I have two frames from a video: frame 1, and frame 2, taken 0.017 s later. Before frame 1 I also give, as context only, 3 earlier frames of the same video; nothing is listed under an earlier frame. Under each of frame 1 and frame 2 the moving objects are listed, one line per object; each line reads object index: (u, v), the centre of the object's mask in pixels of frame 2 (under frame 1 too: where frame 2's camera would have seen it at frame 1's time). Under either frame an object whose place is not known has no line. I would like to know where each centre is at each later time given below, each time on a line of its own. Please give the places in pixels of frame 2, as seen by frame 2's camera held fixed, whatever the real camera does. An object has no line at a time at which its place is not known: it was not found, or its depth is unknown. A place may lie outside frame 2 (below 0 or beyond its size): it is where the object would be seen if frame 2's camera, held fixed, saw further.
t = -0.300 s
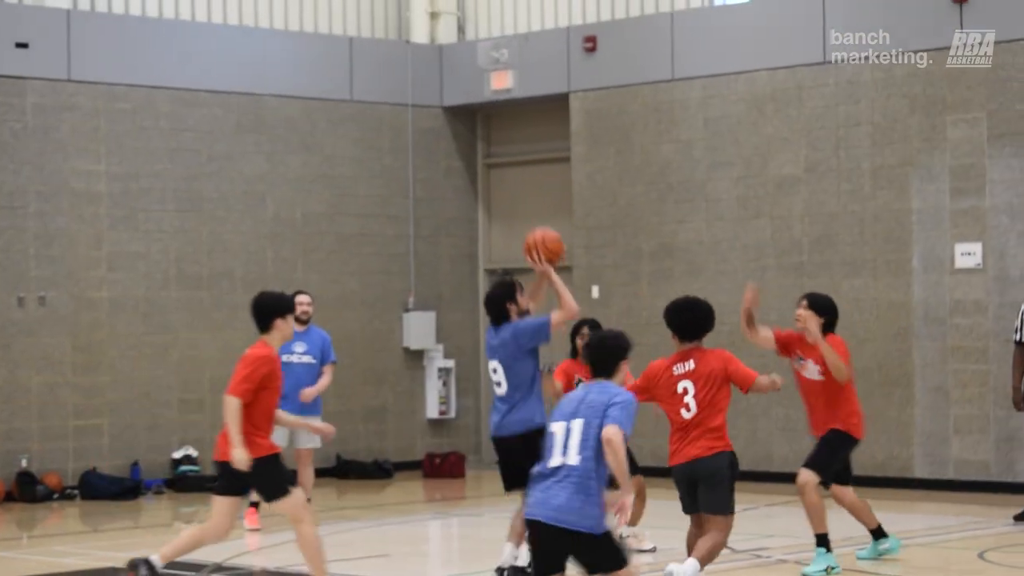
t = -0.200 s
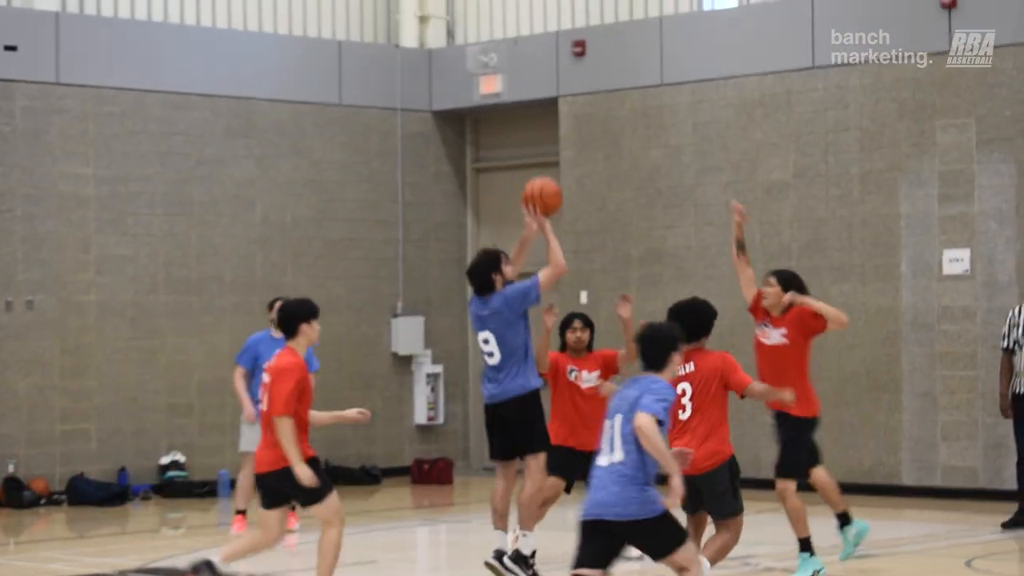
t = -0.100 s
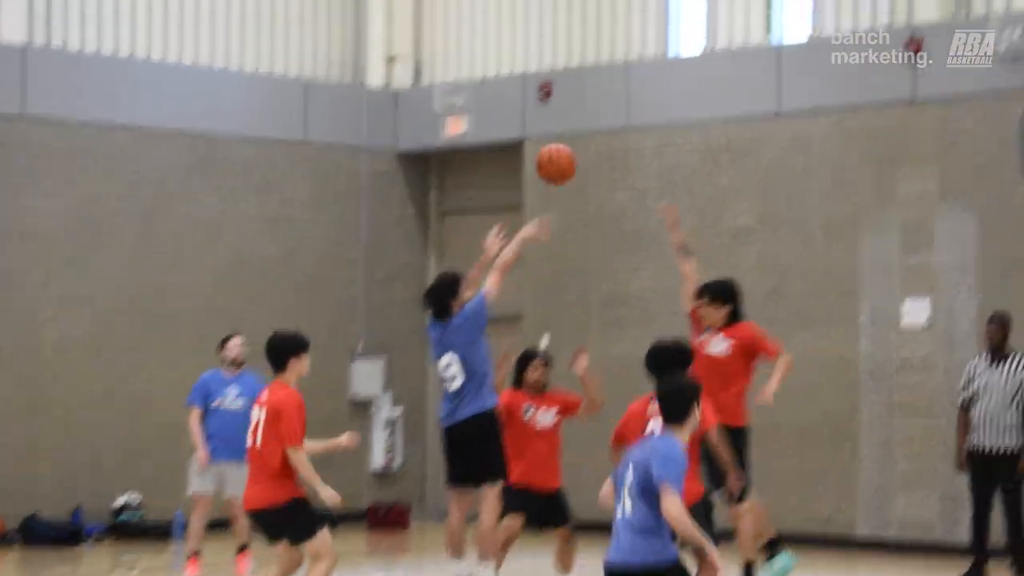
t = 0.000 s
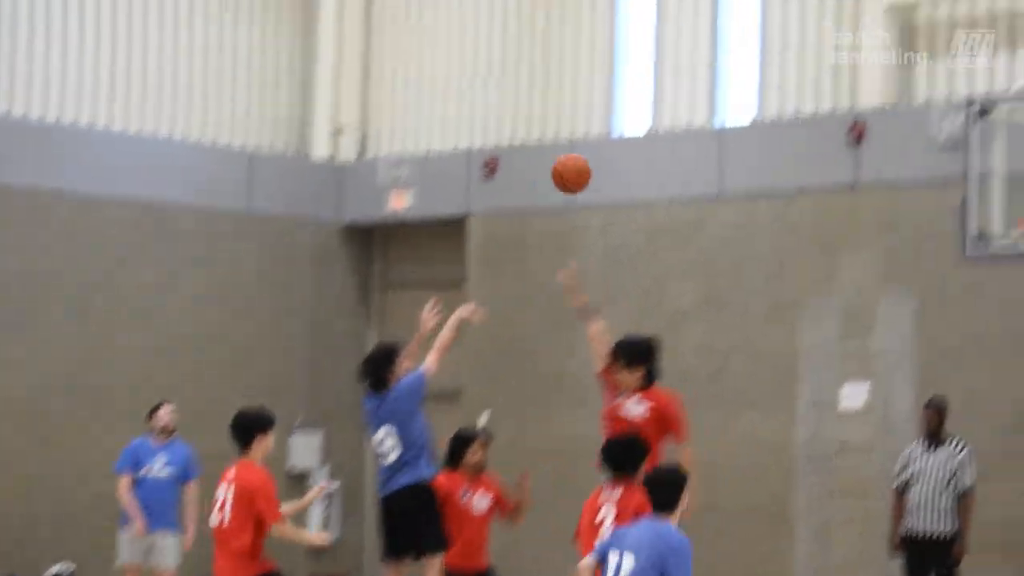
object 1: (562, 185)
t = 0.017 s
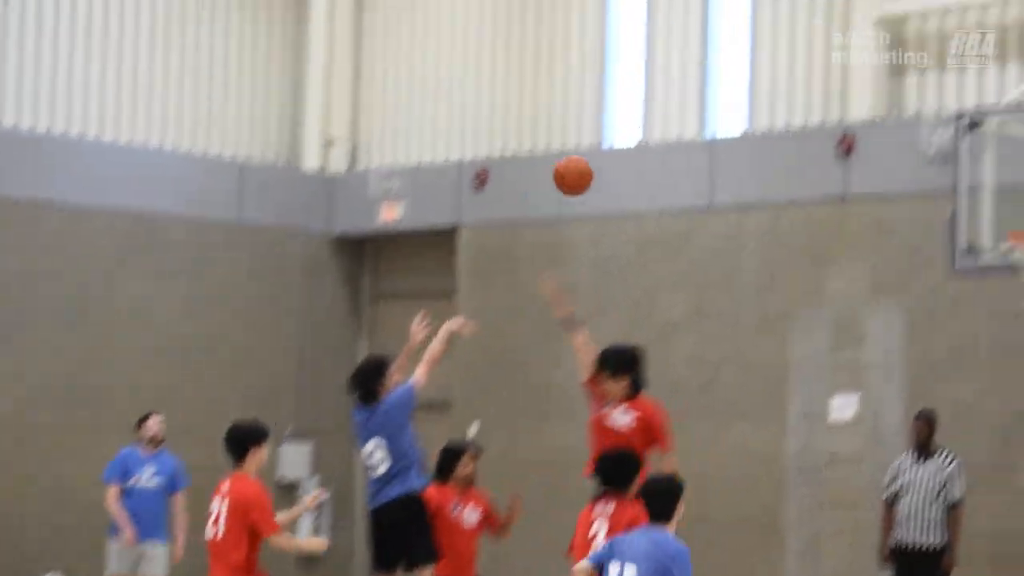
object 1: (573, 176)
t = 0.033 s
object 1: (584, 167)
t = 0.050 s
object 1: (596, 159)
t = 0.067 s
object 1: (607, 151)
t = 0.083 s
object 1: (619, 144)
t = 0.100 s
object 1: (630, 137)
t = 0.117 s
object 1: (642, 130)
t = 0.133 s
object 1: (653, 123)
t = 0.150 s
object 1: (663, 118)
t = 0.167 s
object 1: (674, 112)
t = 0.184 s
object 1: (684, 108)
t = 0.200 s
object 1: (694, 104)
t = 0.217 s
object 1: (704, 101)
